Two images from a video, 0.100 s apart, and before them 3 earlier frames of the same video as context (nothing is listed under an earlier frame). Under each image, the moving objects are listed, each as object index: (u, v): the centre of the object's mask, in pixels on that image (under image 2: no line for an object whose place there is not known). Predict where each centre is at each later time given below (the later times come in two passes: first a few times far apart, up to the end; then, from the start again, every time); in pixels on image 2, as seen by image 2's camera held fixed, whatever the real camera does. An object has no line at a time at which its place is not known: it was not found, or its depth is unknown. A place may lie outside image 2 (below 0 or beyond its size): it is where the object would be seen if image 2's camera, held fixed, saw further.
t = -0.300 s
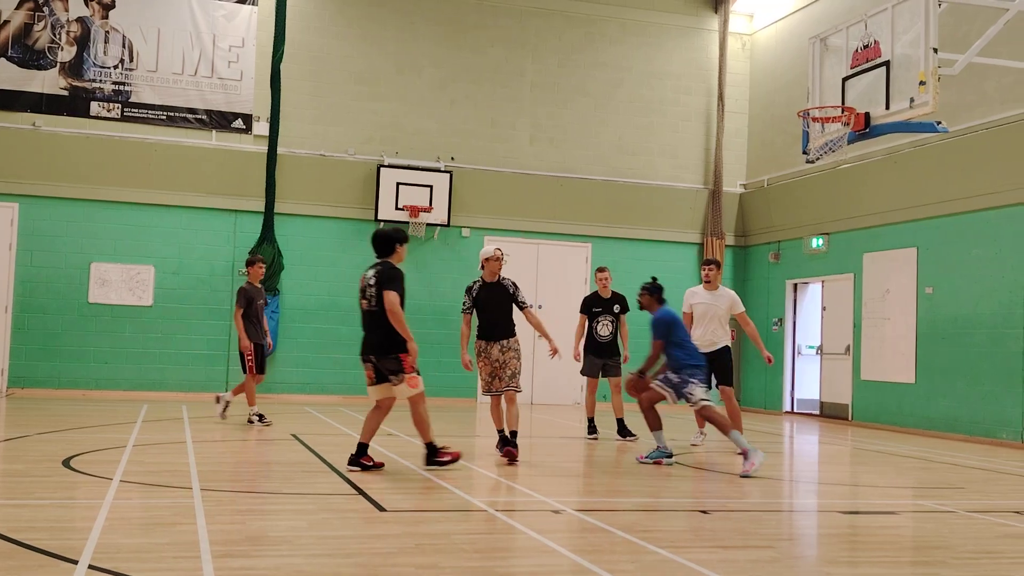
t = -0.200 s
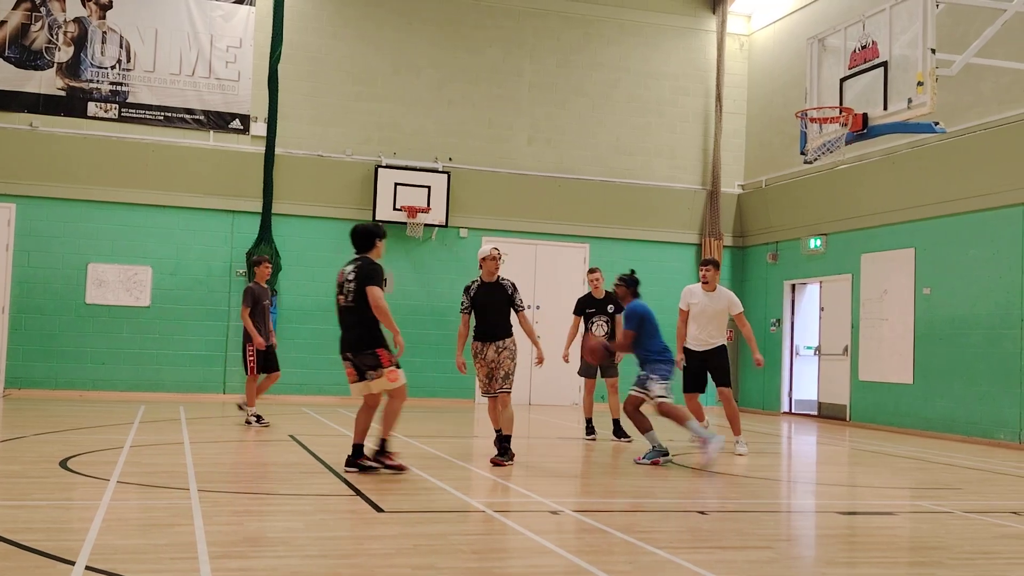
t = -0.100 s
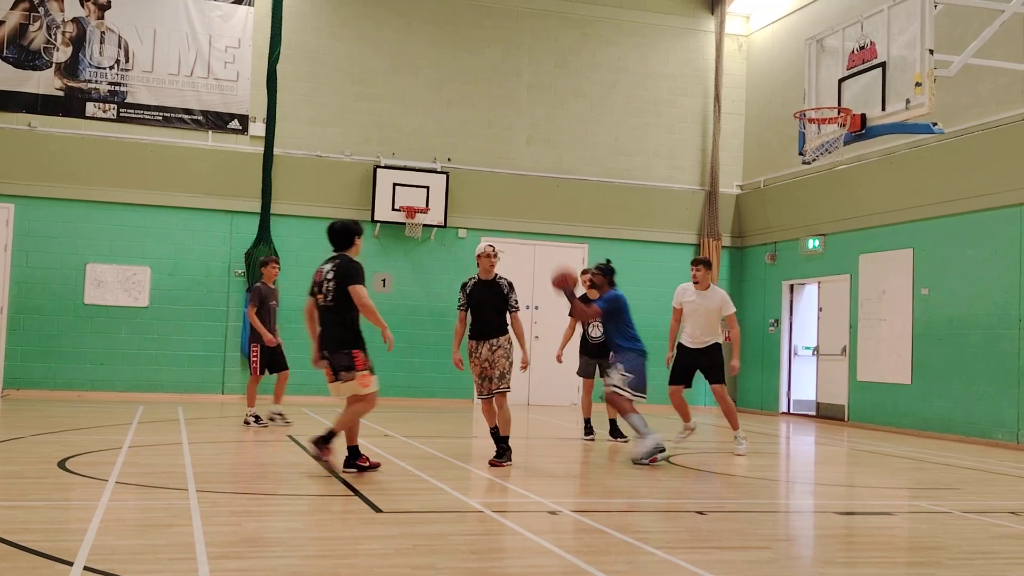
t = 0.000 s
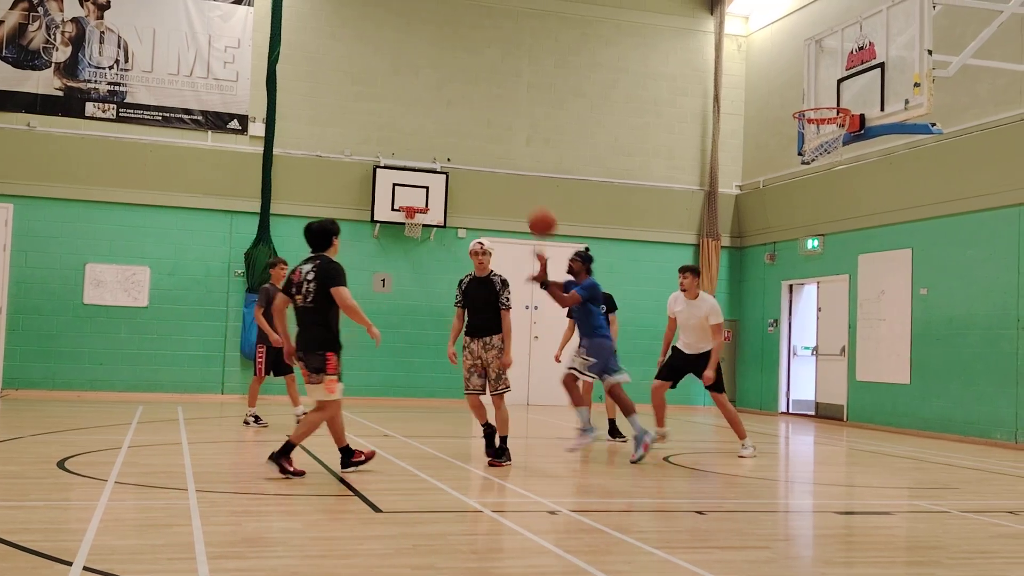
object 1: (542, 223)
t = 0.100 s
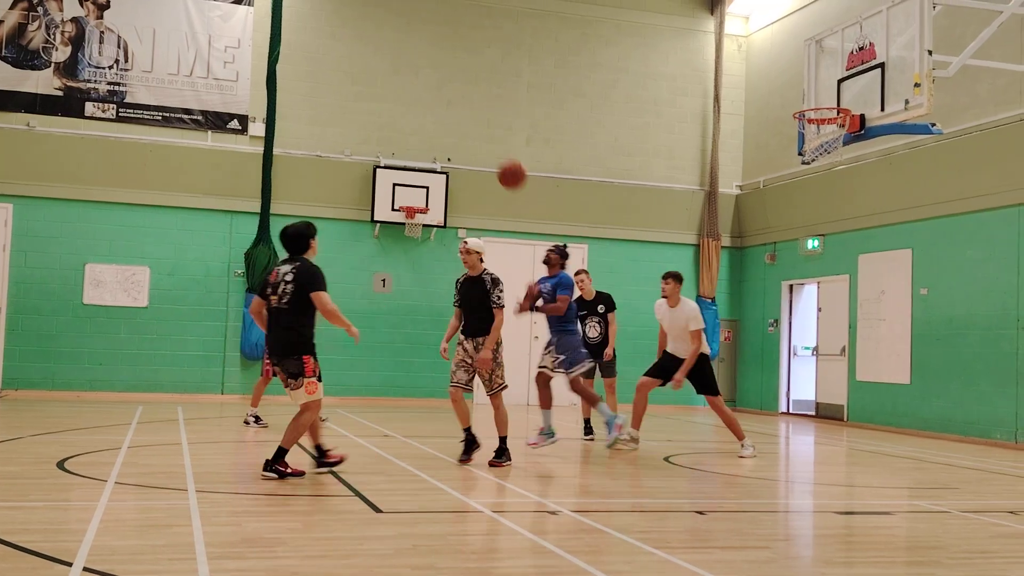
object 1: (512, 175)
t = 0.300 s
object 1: (441, 104)
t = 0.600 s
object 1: (308, 76)
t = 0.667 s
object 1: (271, 87)
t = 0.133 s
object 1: (501, 160)
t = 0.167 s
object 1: (490, 147)
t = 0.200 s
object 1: (478, 134)
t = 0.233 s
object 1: (466, 123)
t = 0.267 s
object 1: (454, 113)
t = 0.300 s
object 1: (441, 104)
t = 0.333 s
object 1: (428, 95)
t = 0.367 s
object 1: (415, 88)
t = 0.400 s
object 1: (401, 82)
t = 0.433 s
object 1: (387, 78)
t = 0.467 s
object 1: (372, 74)
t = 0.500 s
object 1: (357, 72)
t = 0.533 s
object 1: (341, 72)
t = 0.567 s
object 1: (324, 74)
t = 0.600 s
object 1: (308, 76)
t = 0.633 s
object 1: (289, 81)
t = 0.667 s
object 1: (271, 87)
